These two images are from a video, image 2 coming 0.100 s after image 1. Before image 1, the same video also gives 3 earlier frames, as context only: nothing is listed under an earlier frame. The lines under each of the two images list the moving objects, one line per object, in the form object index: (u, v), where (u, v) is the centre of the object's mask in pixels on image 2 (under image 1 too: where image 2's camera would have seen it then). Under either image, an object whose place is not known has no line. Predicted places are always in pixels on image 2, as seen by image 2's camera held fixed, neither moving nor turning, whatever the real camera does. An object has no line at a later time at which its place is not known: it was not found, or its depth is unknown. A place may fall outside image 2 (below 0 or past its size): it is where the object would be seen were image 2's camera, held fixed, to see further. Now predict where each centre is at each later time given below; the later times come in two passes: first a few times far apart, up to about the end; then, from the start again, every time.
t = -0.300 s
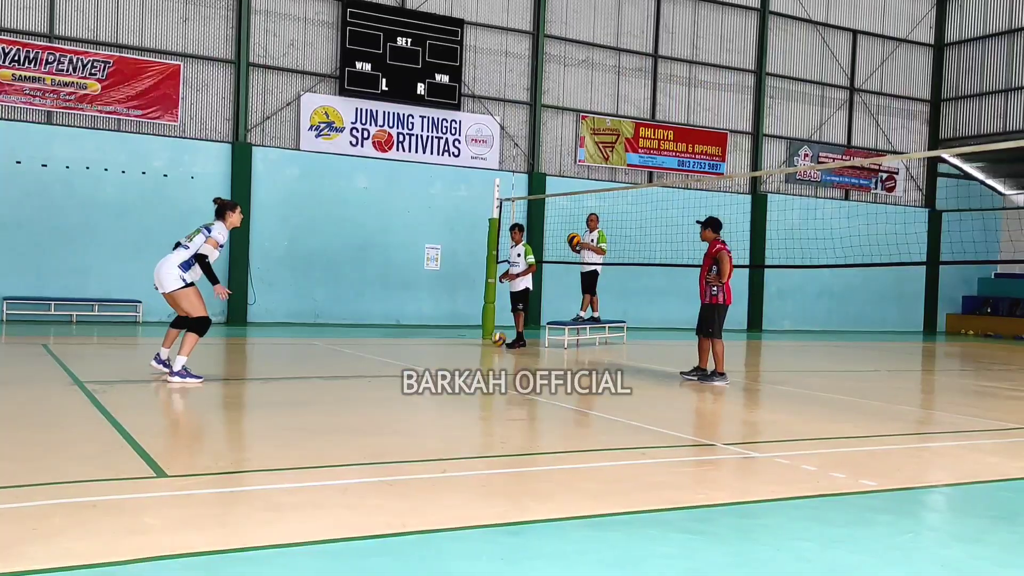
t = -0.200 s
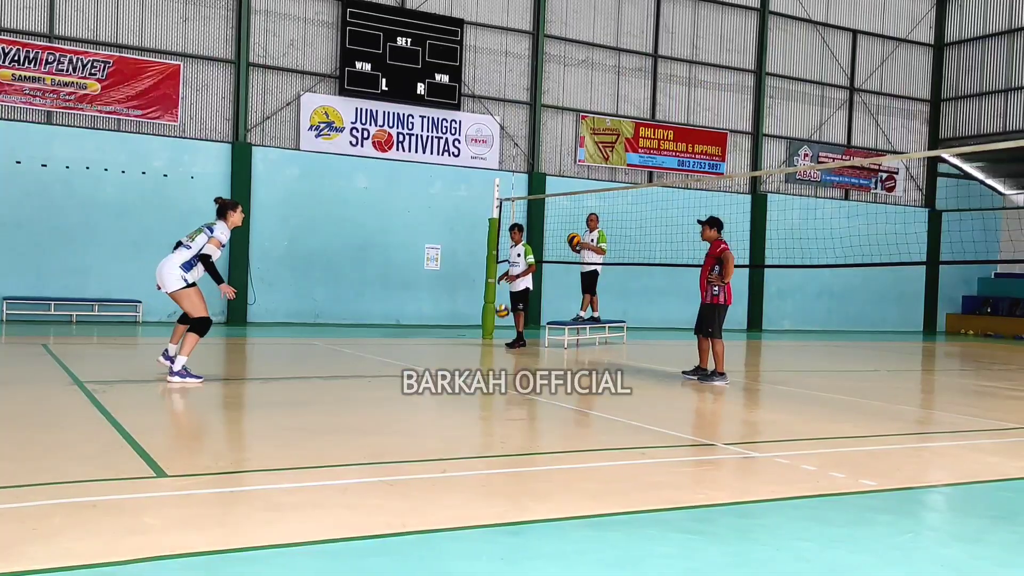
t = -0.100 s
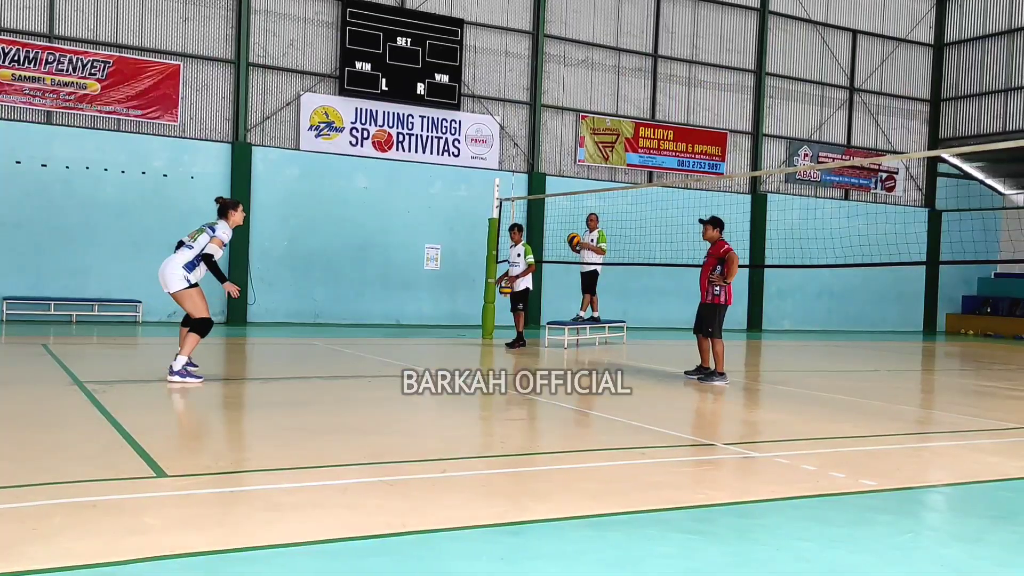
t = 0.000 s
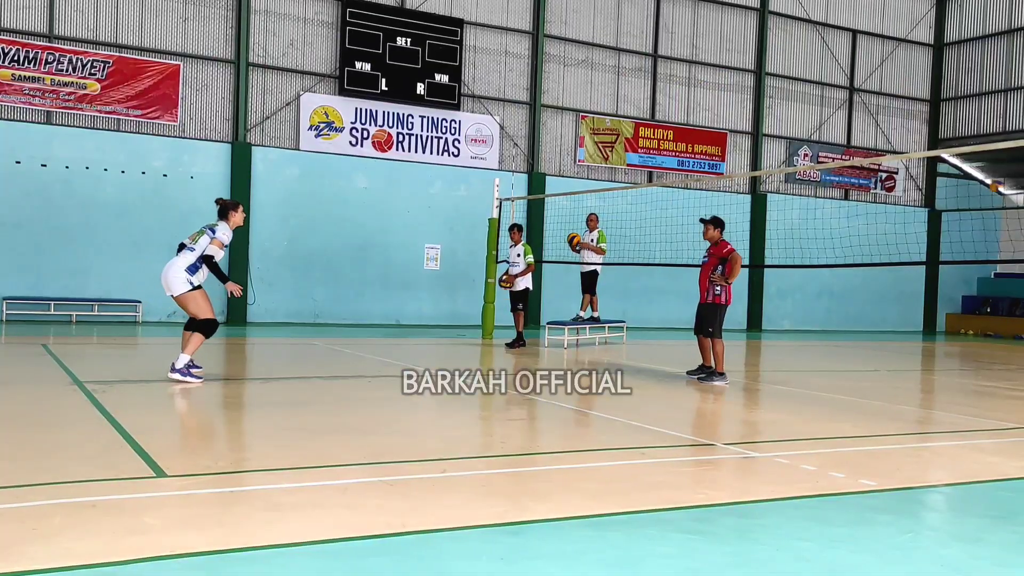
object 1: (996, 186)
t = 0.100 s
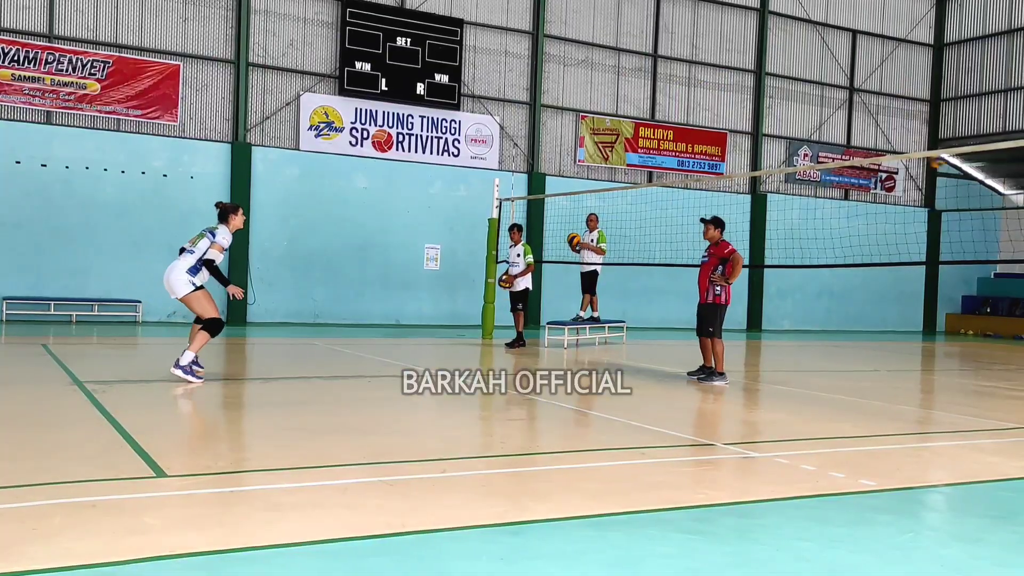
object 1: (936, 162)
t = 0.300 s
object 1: (802, 123)
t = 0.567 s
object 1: (591, 109)
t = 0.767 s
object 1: (401, 144)
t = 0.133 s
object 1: (913, 150)
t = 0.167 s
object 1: (894, 147)
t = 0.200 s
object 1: (871, 141)
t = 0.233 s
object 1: (848, 135)
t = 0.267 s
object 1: (825, 128)
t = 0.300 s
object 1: (802, 123)
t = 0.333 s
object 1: (778, 118)
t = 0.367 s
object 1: (754, 113)
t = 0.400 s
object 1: (728, 110)
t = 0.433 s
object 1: (702, 107)
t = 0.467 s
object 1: (675, 106)
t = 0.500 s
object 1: (649, 106)
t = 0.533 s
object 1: (621, 107)
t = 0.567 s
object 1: (591, 109)
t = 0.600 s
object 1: (562, 112)
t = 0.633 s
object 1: (530, 117)
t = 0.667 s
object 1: (500, 122)
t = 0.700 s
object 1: (469, 127)
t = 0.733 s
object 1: (434, 136)
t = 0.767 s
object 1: (401, 144)
